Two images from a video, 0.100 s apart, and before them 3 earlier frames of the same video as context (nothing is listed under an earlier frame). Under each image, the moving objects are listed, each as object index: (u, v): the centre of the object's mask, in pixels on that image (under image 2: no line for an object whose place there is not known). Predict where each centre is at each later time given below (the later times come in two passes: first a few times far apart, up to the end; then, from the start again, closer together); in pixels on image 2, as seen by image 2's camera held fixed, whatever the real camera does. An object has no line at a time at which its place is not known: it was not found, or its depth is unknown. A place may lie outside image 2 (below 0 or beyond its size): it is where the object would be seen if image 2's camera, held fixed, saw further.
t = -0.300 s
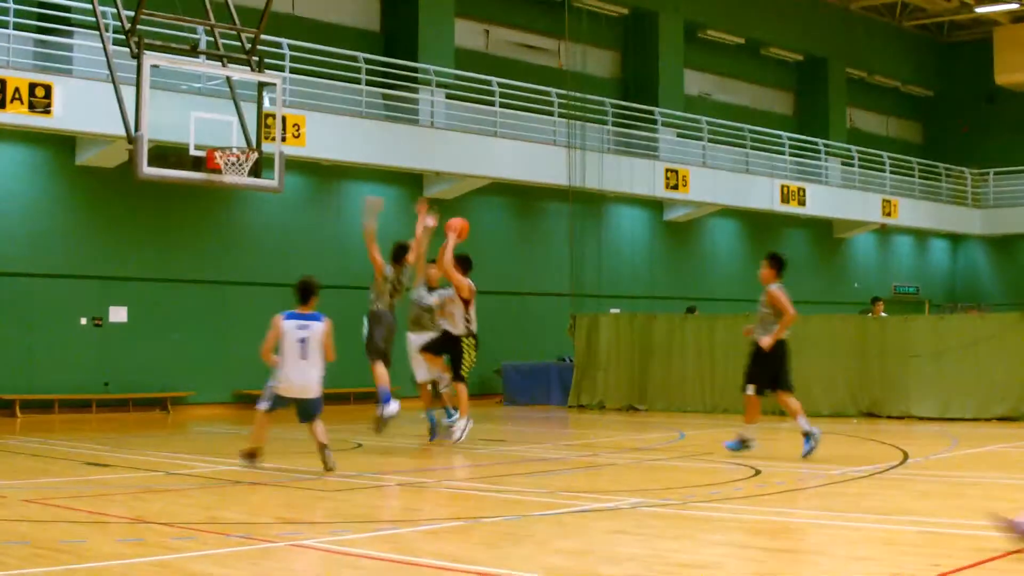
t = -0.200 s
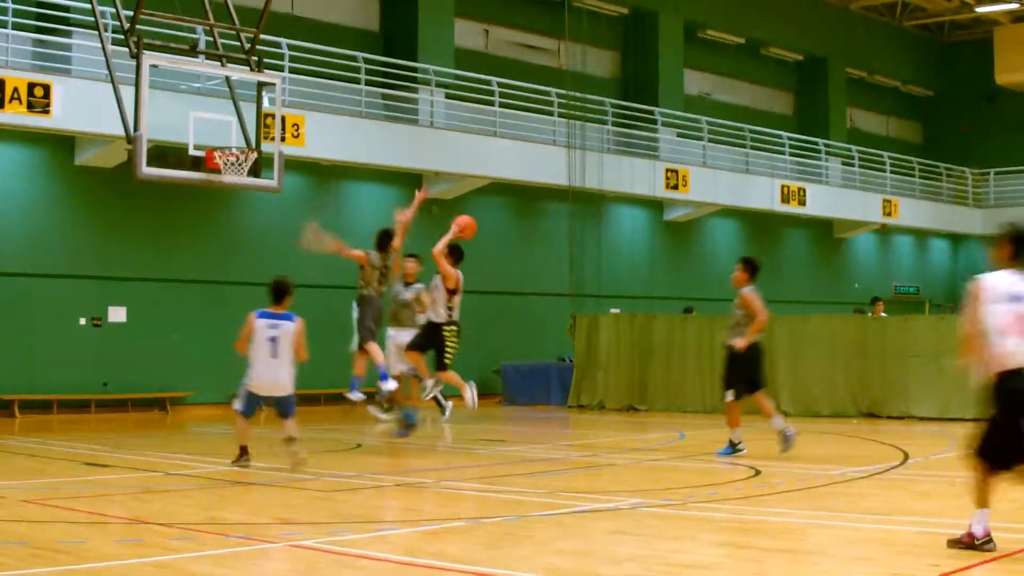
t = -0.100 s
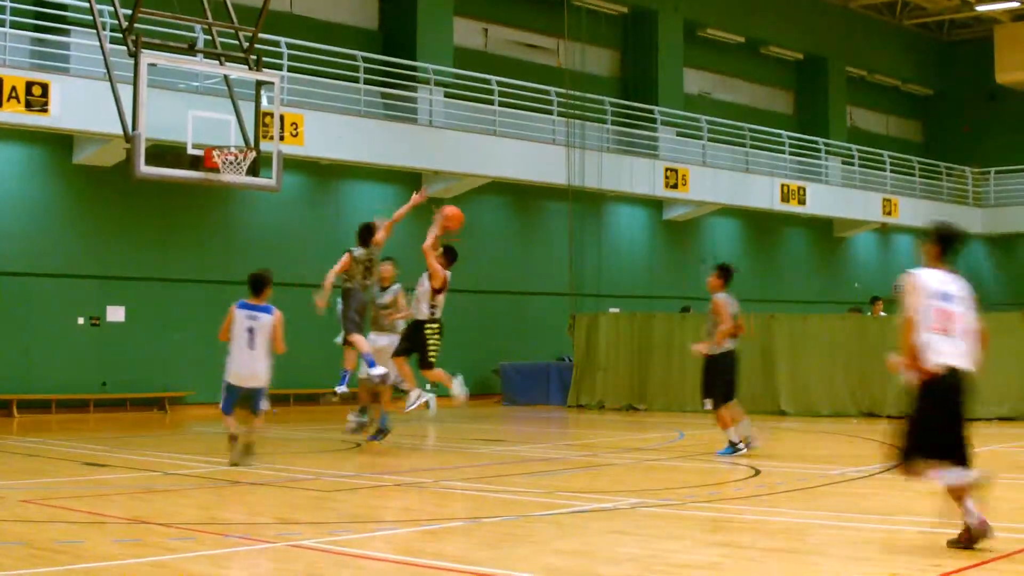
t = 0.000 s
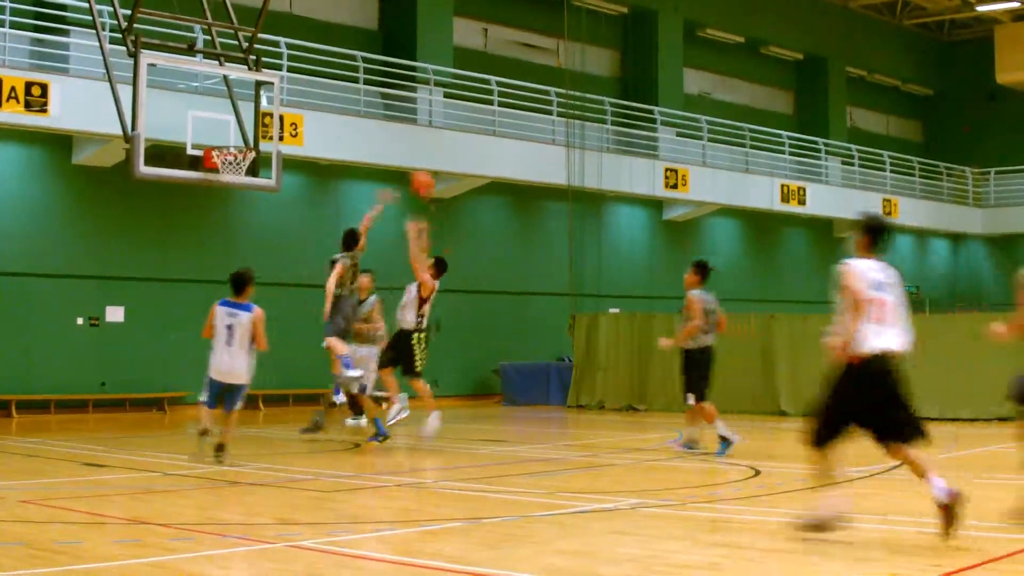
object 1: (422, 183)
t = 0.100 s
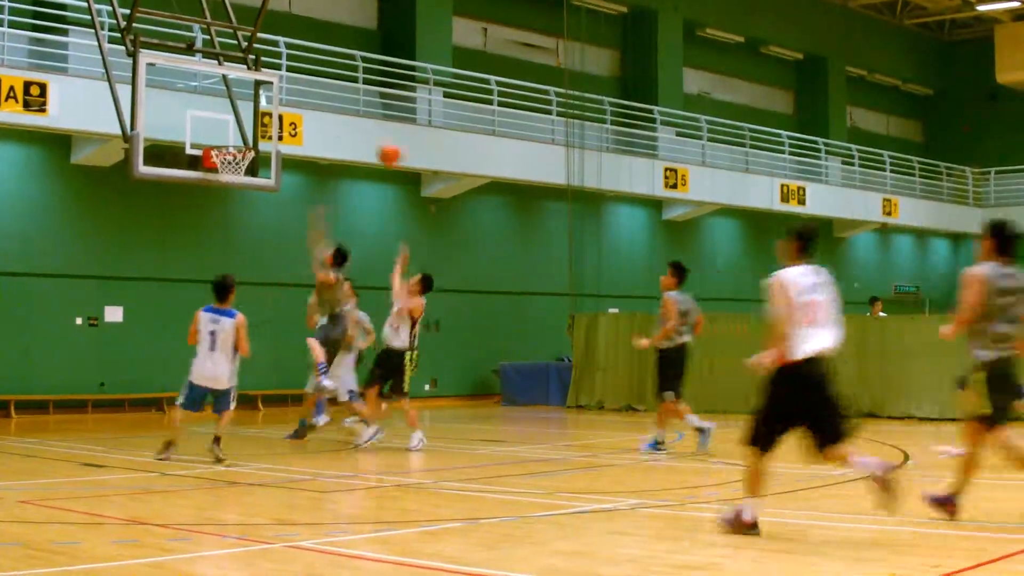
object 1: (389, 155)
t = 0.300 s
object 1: (326, 121)
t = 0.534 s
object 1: (257, 133)
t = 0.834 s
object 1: (247, 162)
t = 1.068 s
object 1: (240, 170)
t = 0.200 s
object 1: (358, 133)
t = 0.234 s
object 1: (347, 128)
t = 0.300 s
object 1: (326, 121)
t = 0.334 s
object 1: (317, 120)
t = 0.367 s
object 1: (307, 119)
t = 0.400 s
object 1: (296, 120)
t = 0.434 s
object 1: (287, 122)
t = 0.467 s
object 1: (276, 125)
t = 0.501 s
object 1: (266, 128)
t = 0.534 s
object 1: (257, 133)
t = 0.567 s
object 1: (248, 137)
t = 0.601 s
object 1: (238, 141)
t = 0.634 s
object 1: (229, 142)
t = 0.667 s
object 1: (224, 144)
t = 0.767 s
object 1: (244, 164)
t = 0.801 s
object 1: (246, 164)
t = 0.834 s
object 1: (247, 162)
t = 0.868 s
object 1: (247, 161)
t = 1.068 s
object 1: (240, 170)
